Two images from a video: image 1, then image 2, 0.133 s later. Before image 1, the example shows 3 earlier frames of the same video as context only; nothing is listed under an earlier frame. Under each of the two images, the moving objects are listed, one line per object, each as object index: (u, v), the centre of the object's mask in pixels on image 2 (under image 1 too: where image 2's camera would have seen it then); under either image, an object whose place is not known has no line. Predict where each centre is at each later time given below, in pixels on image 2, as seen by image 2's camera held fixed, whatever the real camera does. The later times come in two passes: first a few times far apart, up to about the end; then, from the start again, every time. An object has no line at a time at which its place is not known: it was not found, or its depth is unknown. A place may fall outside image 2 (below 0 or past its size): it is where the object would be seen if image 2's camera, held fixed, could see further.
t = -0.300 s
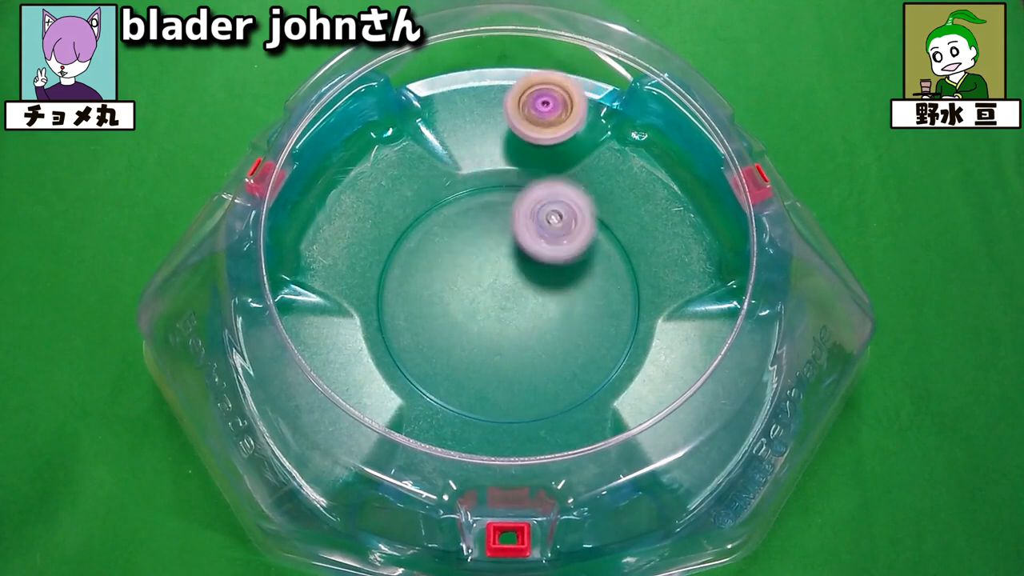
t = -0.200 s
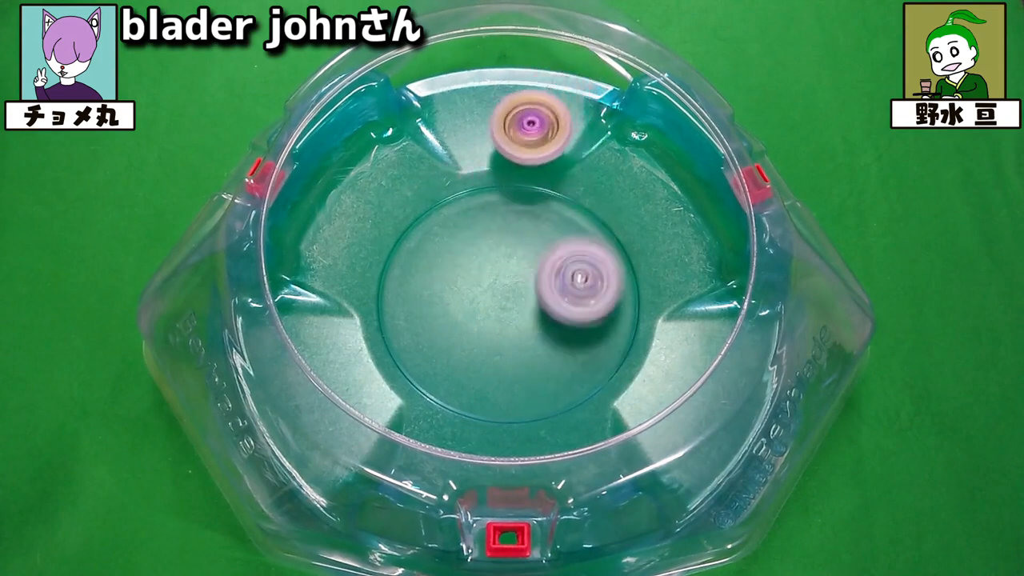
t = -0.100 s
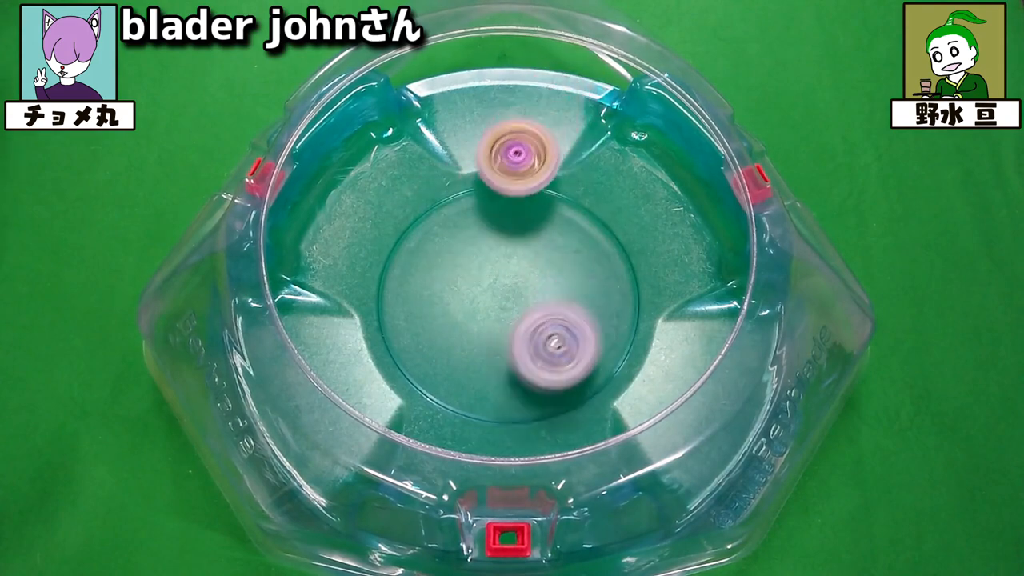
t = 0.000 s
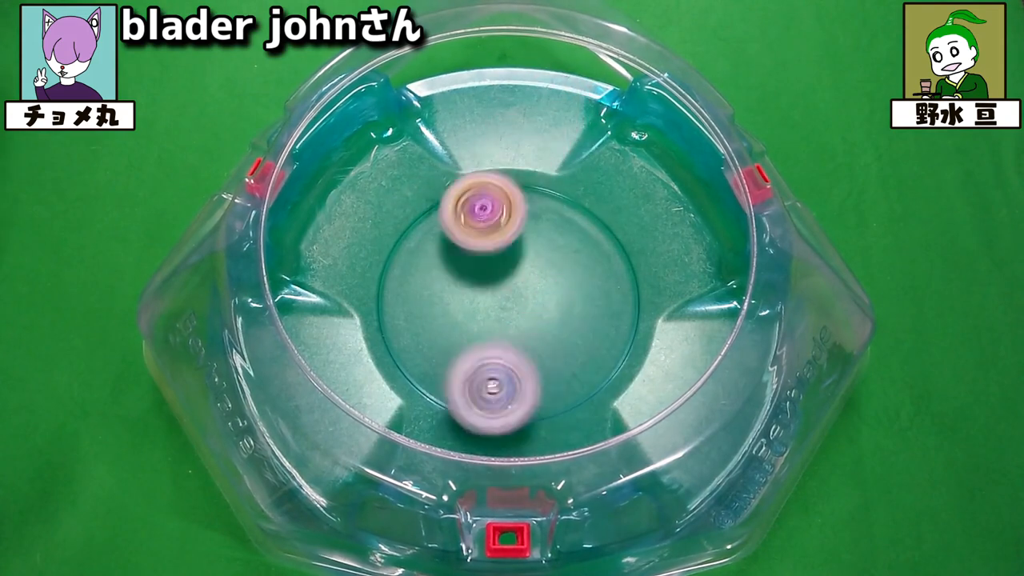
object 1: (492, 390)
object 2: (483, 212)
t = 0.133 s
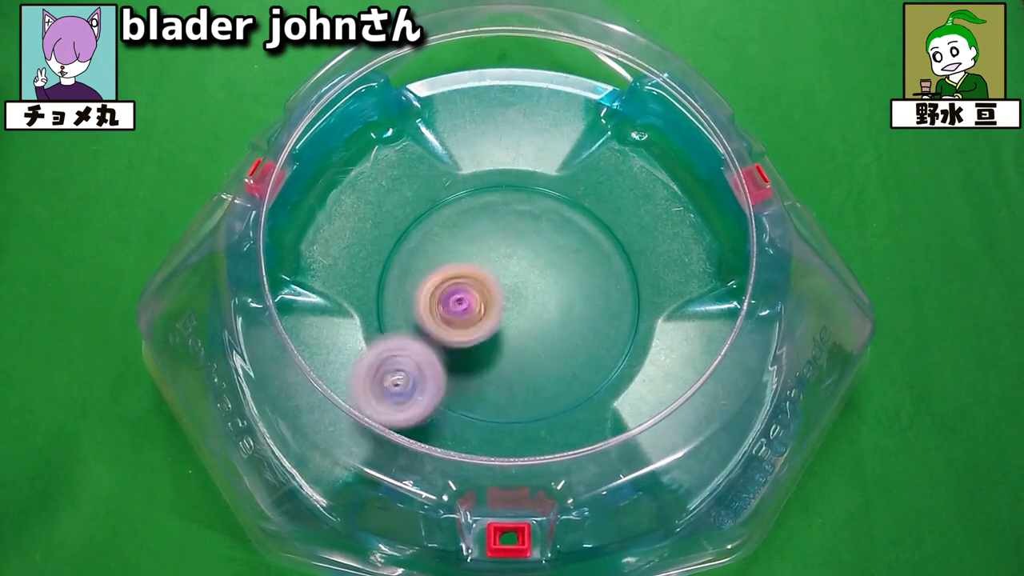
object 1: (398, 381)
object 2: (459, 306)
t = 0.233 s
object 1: (272, 437)
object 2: (523, 298)
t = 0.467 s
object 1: (281, 320)
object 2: (589, 240)
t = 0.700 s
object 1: (364, 330)
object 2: (500, 233)
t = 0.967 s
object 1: (437, 339)
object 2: (544, 274)
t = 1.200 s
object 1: (484, 294)
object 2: (561, 232)
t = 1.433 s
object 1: (444, 311)
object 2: (525, 222)
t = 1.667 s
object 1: (263, 415)
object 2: (626, 163)
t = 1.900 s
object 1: (331, 368)
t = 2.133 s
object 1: (382, 370)
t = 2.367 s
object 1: (433, 317)
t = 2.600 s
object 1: (566, 279)
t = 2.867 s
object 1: (541, 229)
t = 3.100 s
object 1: (500, 235)
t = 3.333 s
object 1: (499, 200)
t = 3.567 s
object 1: (539, 230)
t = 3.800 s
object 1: (590, 276)
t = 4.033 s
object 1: (657, 246)
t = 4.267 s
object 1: (539, 338)
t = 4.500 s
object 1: (401, 254)
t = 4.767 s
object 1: (501, 207)
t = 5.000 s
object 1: (542, 247)
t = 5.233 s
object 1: (565, 269)
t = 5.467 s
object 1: (584, 248)
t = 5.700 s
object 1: (579, 278)
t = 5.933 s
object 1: (469, 176)
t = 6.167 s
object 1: (491, 230)
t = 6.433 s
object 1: (495, 283)
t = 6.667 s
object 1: (479, 307)
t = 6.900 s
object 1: (479, 323)
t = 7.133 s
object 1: (493, 324)
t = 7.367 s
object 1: (513, 309)
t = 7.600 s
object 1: (518, 290)
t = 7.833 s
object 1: (513, 276)
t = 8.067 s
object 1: (509, 271)
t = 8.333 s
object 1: (527, 260)
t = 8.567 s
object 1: (536, 258)
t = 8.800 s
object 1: (509, 237)
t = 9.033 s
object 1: (487, 212)
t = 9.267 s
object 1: (477, 228)
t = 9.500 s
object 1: (461, 253)
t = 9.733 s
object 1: (457, 271)
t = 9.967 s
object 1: (462, 270)
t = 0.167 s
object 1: (357, 404)
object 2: (481, 302)
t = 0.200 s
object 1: (307, 430)
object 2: (503, 300)
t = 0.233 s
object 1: (272, 437)
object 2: (523, 298)
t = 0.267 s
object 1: (261, 424)
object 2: (543, 294)
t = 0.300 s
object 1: (259, 413)
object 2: (560, 289)
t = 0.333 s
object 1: (261, 397)
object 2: (574, 282)
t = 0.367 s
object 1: (268, 377)
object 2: (584, 273)
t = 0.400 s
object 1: (273, 357)
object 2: (590, 262)
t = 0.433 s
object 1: (280, 338)
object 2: (591, 251)
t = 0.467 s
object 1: (281, 320)
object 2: (589, 240)
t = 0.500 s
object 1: (283, 306)
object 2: (582, 230)
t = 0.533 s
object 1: (299, 311)
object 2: (572, 223)
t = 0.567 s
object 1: (313, 315)
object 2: (559, 218)
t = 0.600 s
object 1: (329, 319)
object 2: (545, 216)
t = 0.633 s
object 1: (340, 324)
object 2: (530, 218)
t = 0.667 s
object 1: (353, 327)
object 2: (514, 223)
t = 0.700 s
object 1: (364, 330)
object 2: (500, 233)
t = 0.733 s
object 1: (376, 331)
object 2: (487, 245)
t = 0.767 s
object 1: (389, 330)
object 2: (477, 260)
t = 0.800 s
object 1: (403, 329)
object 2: (473, 276)
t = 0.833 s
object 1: (401, 338)
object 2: (488, 276)
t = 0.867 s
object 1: (407, 344)
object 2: (504, 277)
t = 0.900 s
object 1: (416, 346)
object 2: (519, 277)
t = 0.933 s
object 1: (426, 344)
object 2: (533, 276)
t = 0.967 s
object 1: (437, 339)
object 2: (544, 274)
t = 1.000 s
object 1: (446, 333)
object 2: (554, 269)
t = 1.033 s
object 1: (454, 325)
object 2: (561, 264)
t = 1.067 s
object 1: (461, 316)
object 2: (565, 257)
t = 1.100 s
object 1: (467, 307)
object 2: (567, 250)
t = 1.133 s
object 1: (474, 299)
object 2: (565, 244)
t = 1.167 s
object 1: (483, 293)
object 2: (562, 239)
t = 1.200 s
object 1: (484, 294)
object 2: (561, 232)
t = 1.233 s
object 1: (478, 298)
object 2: (565, 222)
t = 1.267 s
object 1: (471, 303)
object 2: (566, 216)
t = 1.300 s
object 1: (466, 308)
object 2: (562, 212)
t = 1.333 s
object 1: (460, 311)
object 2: (555, 211)
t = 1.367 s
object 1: (454, 313)
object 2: (545, 213)
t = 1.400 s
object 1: (448, 313)
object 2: (535, 217)
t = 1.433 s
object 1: (444, 311)
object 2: (525, 222)
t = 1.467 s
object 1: (442, 308)
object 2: (517, 230)
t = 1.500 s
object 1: (442, 303)
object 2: (510, 241)
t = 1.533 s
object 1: (413, 320)
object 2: (534, 231)
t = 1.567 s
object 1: (361, 352)
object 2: (582, 198)
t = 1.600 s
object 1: (305, 388)
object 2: (622, 166)
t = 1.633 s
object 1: (259, 424)
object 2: (647, 148)
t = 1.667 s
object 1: (263, 415)
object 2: (626, 163)
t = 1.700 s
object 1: (282, 404)
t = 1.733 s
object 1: (293, 397)
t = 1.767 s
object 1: (299, 387)
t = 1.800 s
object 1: (313, 381)
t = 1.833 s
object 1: (316, 376)
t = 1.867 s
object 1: (325, 372)
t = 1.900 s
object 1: (331, 368)
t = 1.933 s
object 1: (337, 367)
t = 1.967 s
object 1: (345, 366)
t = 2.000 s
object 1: (355, 365)
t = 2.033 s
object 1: (360, 366)
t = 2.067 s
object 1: (367, 367)
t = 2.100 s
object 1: (375, 369)
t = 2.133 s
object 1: (382, 370)
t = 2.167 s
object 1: (387, 370)
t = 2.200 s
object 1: (393, 368)
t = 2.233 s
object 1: (400, 362)
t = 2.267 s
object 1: (406, 352)
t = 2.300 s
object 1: (414, 341)
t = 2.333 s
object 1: (421, 329)
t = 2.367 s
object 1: (433, 317)
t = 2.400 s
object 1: (447, 305)
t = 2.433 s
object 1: (465, 294)
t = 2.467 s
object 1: (484, 286)
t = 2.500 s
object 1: (506, 280)
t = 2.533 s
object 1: (527, 277)
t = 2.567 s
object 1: (548, 277)
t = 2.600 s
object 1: (566, 279)
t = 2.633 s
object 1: (581, 283)
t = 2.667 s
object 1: (587, 273)
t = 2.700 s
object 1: (585, 260)
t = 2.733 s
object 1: (578, 250)
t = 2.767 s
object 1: (569, 243)
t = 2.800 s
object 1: (560, 236)
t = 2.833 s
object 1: (551, 232)
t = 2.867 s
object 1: (541, 229)
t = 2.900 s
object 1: (532, 228)
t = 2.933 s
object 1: (522, 228)
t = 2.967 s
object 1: (515, 228)
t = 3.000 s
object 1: (508, 229)
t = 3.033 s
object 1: (504, 231)
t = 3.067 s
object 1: (501, 232)
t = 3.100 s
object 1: (500, 235)
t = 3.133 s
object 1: (501, 238)
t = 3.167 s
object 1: (504, 242)
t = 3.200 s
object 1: (500, 229)
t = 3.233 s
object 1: (497, 213)
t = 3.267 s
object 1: (497, 205)
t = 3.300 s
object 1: (498, 201)
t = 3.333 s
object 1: (499, 200)
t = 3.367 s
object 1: (503, 201)
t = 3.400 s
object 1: (508, 203)
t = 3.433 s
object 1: (513, 206)
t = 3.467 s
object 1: (519, 208)
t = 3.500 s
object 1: (526, 212)
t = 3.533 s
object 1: (533, 221)
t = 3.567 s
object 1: (539, 230)
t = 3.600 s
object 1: (543, 239)
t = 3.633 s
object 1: (548, 251)
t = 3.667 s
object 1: (550, 263)
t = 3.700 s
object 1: (549, 276)
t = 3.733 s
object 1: (547, 289)
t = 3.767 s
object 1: (549, 298)
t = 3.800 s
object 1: (590, 276)
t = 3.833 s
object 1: (625, 255)
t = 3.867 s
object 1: (653, 239)
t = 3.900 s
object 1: (674, 226)
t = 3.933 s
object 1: (689, 218)
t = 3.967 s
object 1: (683, 223)
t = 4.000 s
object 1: (671, 236)
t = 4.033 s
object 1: (657, 246)
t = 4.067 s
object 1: (643, 258)
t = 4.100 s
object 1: (631, 273)
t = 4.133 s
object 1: (619, 287)
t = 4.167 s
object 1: (603, 301)
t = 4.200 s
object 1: (585, 318)
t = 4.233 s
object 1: (564, 331)
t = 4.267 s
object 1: (539, 338)
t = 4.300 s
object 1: (512, 341)
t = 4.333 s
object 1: (484, 338)
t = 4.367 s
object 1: (458, 328)
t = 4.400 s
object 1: (436, 313)
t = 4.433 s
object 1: (419, 295)
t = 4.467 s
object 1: (408, 274)
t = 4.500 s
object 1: (401, 254)
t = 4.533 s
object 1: (402, 235)
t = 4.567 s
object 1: (412, 221)
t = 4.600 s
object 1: (429, 213)
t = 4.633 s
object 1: (447, 207)
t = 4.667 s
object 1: (463, 205)
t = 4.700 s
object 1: (477, 205)
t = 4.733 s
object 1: (490, 206)
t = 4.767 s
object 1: (501, 207)
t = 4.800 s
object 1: (508, 210)
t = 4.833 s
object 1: (516, 214)
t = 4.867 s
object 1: (523, 221)
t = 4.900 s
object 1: (530, 227)
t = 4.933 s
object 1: (535, 233)
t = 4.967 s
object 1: (540, 240)
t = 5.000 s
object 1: (542, 247)
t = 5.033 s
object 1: (544, 255)
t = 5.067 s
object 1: (547, 263)
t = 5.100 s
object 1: (548, 271)
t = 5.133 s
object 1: (548, 278)
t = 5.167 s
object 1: (547, 284)
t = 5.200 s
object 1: (548, 286)
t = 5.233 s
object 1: (565, 269)
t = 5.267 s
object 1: (578, 254)
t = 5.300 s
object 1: (586, 245)
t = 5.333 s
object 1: (590, 240)
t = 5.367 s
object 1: (590, 241)
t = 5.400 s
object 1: (588, 242)
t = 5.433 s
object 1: (586, 245)
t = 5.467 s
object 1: (584, 248)
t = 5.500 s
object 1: (583, 251)
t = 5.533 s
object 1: (582, 255)
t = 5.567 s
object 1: (581, 259)
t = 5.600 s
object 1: (581, 264)
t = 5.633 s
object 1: (581, 269)
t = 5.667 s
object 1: (580, 273)
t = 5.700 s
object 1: (579, 278)
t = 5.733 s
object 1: (560, 265)
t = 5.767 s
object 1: (533, 242)
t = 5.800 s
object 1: (510, 220)
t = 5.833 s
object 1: (492, 203)
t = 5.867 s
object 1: (480, 187)
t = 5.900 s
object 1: (473, 179)
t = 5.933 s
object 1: (469, 176)
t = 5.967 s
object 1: (468, 177)
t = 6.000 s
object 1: (467, 181)
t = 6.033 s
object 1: (467, 189)
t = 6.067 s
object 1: (468, 199)
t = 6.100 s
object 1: (473, 209)
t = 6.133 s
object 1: (482, 219)
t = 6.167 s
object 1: (491, 230)
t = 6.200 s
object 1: (496, 239)
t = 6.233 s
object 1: (500, 247)
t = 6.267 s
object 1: (502, 252)
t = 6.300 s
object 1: (503, 259)
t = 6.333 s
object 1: (502, 267)
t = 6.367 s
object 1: (499, 274)
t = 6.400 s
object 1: (496, 279)
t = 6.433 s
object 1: (495, 283)
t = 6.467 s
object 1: (492, 290)
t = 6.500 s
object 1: (489, 294)
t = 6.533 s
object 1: (485, 298)
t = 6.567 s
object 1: (484, 300)
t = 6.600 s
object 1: (481, 304)
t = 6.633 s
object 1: (479, 306)
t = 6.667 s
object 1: (479, 307)
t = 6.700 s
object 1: (478, 311)
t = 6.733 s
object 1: (477, 314)
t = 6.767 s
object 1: (476, 316)
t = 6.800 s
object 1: (477, 318)
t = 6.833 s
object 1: (477, 320)
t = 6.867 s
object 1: (478, 321)
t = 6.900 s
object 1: (479, 323)
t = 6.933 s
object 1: (480, 323)
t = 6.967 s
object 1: (482, 324)
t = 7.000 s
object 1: (483, 324)
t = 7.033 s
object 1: (485, 325)
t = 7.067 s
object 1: (488, 324)
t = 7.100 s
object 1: (490, 324)
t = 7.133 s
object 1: (493, 324)
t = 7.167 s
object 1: (495, 322)
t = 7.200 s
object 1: (499, 321)
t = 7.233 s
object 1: (502, 319)
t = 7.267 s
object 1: (504, 317)
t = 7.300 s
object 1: (508, 314)
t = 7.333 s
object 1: (510, 312)
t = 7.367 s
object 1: (513, 309)
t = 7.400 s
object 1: (515, 305)
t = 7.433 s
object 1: (519, 302)
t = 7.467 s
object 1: (522, 297)
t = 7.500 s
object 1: (521, 296)
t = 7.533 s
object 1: (519, 294)
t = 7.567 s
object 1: (519, 292)
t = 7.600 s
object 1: (518, 290)
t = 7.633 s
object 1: (517, 286)
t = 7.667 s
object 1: (517, 285)
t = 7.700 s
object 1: (515, 283)
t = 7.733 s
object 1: (515, 280)
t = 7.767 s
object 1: (515, 279)
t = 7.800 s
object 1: (512, 278)
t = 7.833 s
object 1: (513, 276)
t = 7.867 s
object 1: (512, 276)
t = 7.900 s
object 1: (510, 274)
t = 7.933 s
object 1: (509, 273)
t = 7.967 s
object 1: (508, 273)
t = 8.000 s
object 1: (507, 272)
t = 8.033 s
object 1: (507, 272)
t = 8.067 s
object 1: (509, 271)
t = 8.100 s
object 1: (507, 271)
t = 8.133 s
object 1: (508, 271)
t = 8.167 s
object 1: (509, 272)
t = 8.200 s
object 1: (508, 271)
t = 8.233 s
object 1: (508, 271)
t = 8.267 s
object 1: (515, 266)
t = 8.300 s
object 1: (521, 262)
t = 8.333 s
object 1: (527, 260)
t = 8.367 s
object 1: (528, 260)
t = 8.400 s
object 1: (530, 259)
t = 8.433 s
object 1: (532, 259)
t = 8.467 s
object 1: (532, 259)
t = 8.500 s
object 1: (535, 257)
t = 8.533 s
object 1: (536, 258)
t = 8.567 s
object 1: (536, 258)
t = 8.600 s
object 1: (538, 258)
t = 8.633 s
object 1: (538, 259)
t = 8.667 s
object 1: (538, 257)
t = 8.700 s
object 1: (539, 259)
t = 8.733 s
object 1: (536, 259)
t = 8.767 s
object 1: (522, 248)
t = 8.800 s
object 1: (509, 237)
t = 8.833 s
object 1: (501, 228)
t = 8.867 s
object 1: (493, 220)
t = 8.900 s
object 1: (491, 216)
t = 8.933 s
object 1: (487, 213)
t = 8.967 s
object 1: (487, 211)
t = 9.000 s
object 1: (486, 211)
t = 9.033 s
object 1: (487, 212)
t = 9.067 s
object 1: (484, 213)
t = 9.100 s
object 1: (485, 213)
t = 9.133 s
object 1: (483, 216)
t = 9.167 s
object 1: (482, 217)
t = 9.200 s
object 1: (481, 222)
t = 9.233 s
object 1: (482, 224)
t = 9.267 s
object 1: (477, 228)
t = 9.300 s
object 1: (470, 227)
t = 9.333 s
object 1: (466, 231)
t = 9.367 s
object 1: (467, 234)
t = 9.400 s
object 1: (465, 238)
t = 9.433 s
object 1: (465, 243)
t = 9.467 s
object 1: (462, 247)
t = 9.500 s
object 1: (461, 253)
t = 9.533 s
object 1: (457, 253)
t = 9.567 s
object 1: (456, 257)
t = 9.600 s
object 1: (455, 258)
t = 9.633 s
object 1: (455, 262)
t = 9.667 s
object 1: (456, 264)
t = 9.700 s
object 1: (455, 267)
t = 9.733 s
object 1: (457, 271)
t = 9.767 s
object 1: (457, 273)
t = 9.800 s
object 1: (458, 279)
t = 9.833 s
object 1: (457, 273)
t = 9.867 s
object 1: (456, 270)
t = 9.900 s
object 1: (458, 268)
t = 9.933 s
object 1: (458, 268)
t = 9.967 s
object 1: (462, 270)
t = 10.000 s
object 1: (467, 271)
